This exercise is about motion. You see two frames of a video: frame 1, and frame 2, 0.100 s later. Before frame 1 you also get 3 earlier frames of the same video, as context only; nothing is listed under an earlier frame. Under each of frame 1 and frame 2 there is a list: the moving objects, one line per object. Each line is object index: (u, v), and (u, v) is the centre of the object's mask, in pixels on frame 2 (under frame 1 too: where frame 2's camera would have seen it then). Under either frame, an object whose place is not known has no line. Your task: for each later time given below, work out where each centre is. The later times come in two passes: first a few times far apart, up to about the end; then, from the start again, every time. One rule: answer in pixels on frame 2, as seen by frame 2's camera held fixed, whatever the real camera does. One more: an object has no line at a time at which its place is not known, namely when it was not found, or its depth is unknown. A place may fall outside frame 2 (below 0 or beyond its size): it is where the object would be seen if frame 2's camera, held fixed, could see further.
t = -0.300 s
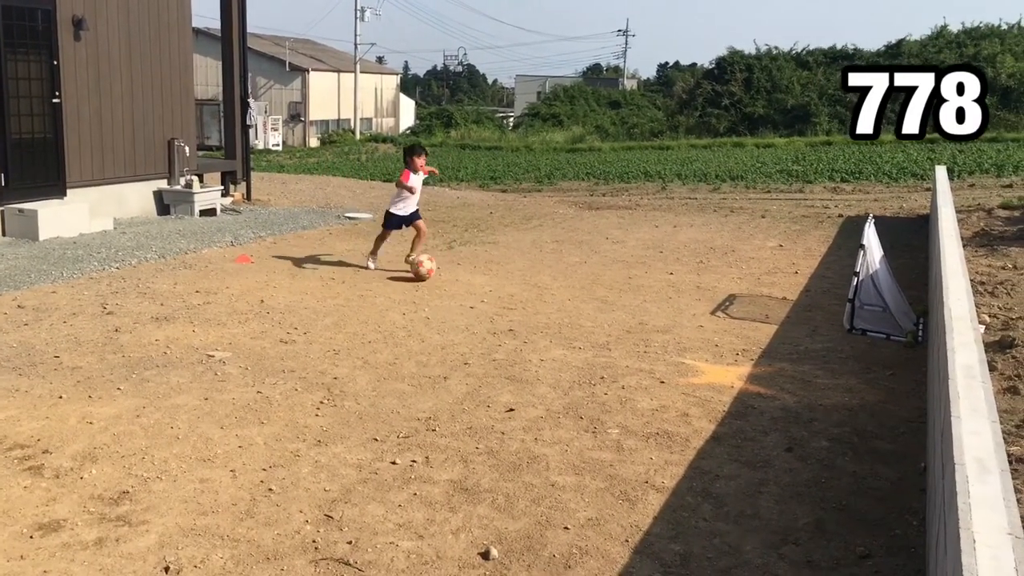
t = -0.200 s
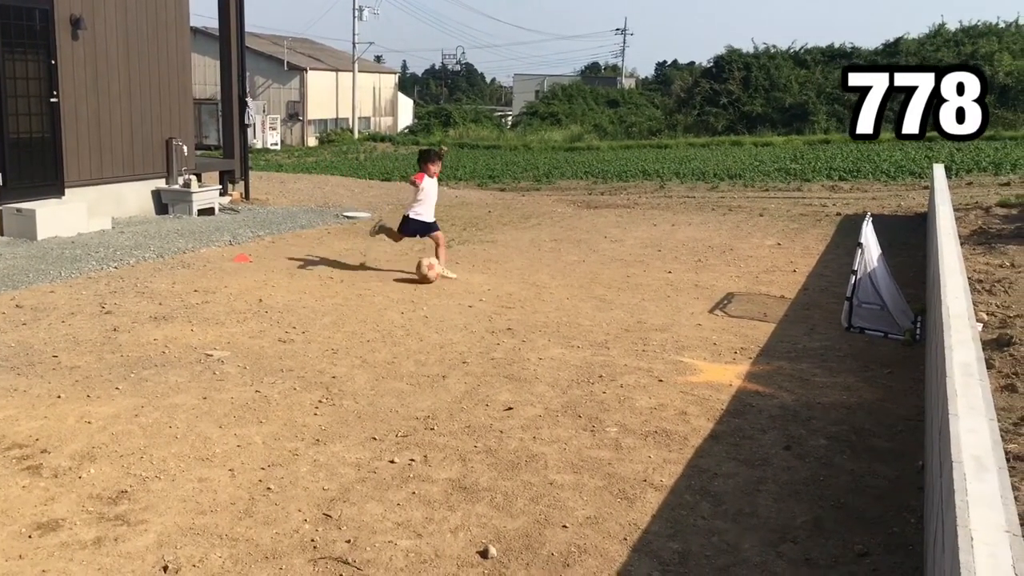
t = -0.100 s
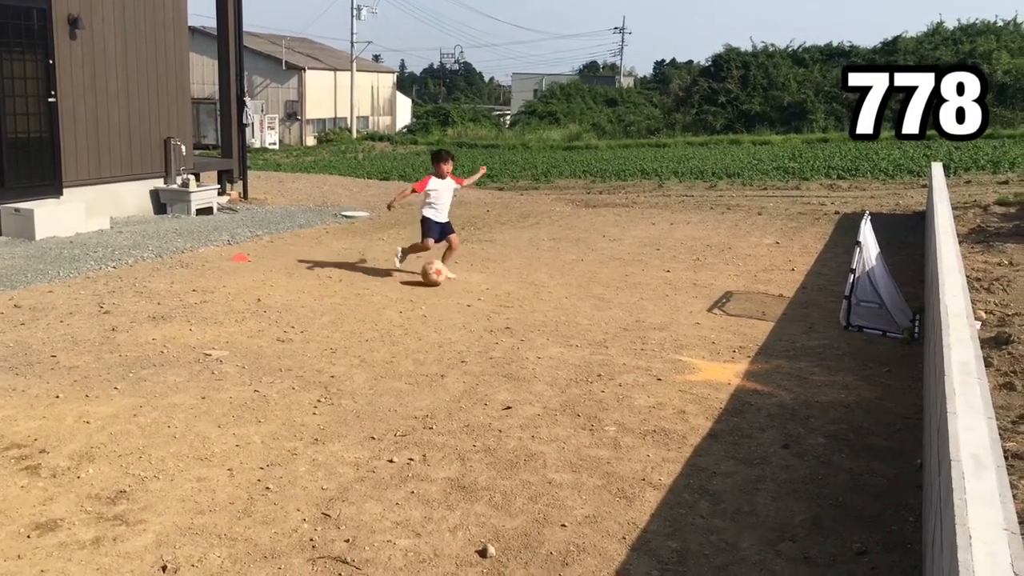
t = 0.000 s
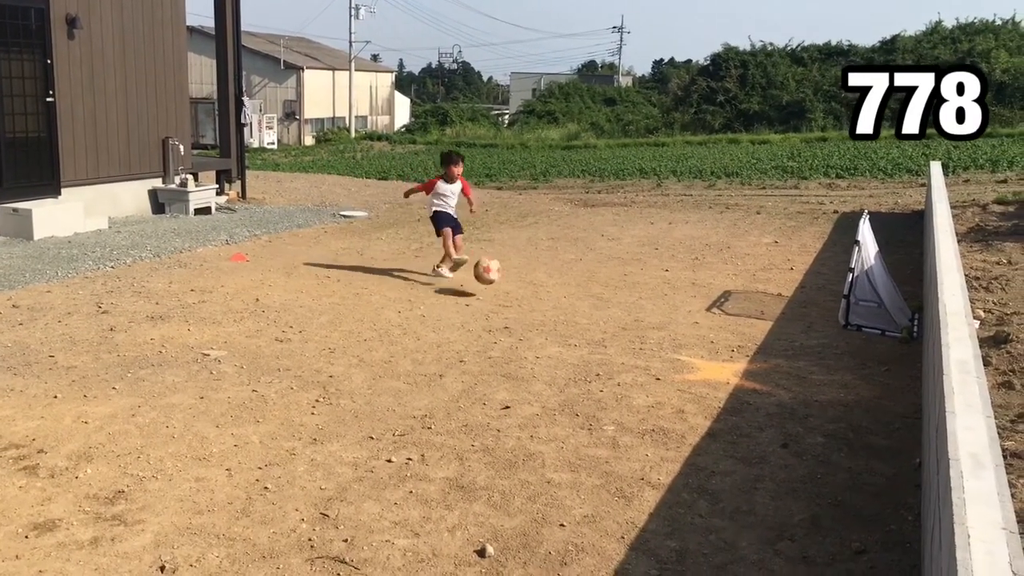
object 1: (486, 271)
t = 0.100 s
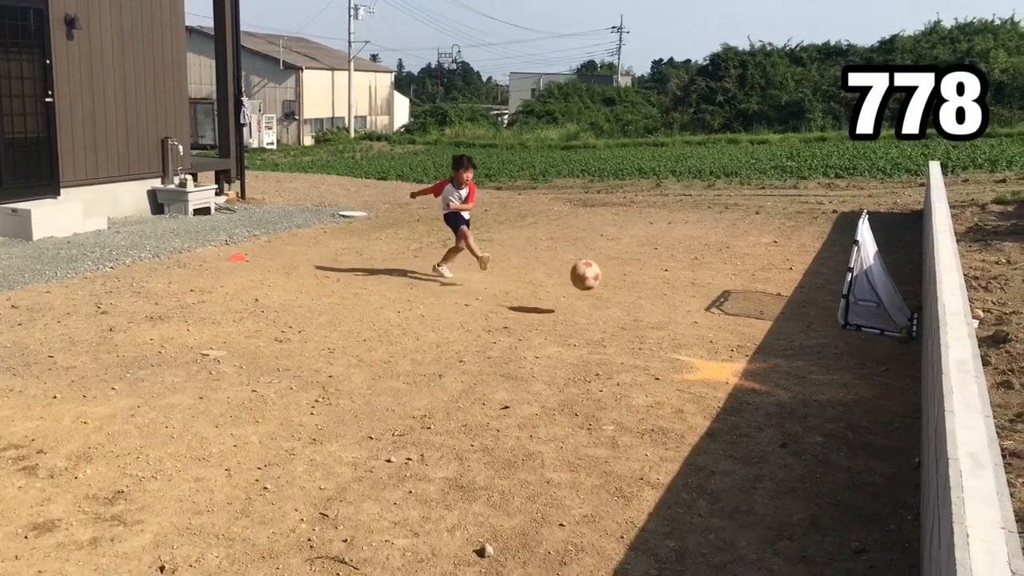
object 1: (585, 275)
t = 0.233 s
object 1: (744, 303)
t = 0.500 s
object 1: (766, 327)
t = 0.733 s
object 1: (577, 326)
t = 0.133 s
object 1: (622, 279)
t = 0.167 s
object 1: (660, 285)
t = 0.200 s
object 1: (701, 293)
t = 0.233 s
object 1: (744, 303)
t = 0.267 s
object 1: (791, 314)
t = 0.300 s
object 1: (839, 330)
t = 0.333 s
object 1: (890, 347)
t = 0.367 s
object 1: (882, 361)
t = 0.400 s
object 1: (847, 360)
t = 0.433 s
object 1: (820, 346)
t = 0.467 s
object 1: (792, 334)
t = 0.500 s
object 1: (766, 327)
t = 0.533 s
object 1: (738, 320)
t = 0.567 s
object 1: (711, 317)
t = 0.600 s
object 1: (684, 315)
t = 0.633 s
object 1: (657, 314)
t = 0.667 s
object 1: (630, 316)
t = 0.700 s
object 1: (603, 321)
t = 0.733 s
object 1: (577, 326)
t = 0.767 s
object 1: (550, 334)
